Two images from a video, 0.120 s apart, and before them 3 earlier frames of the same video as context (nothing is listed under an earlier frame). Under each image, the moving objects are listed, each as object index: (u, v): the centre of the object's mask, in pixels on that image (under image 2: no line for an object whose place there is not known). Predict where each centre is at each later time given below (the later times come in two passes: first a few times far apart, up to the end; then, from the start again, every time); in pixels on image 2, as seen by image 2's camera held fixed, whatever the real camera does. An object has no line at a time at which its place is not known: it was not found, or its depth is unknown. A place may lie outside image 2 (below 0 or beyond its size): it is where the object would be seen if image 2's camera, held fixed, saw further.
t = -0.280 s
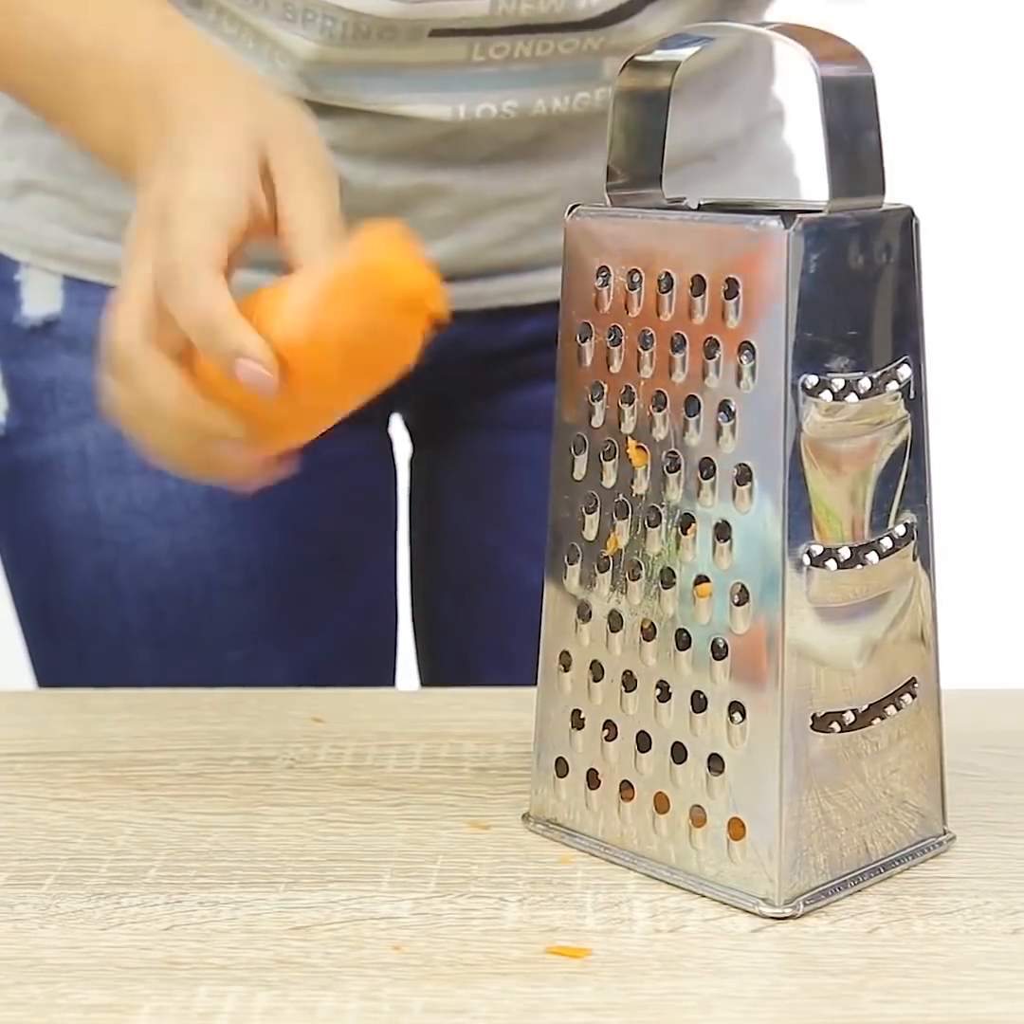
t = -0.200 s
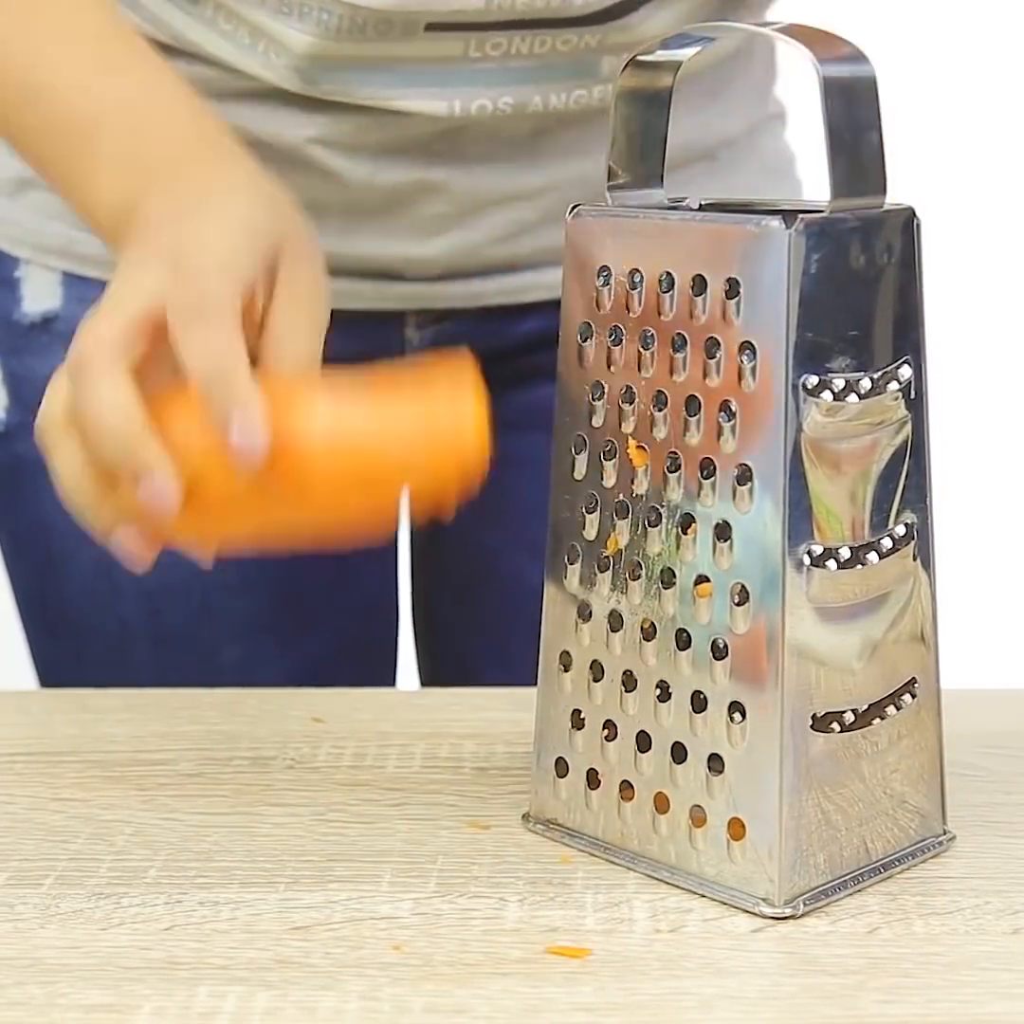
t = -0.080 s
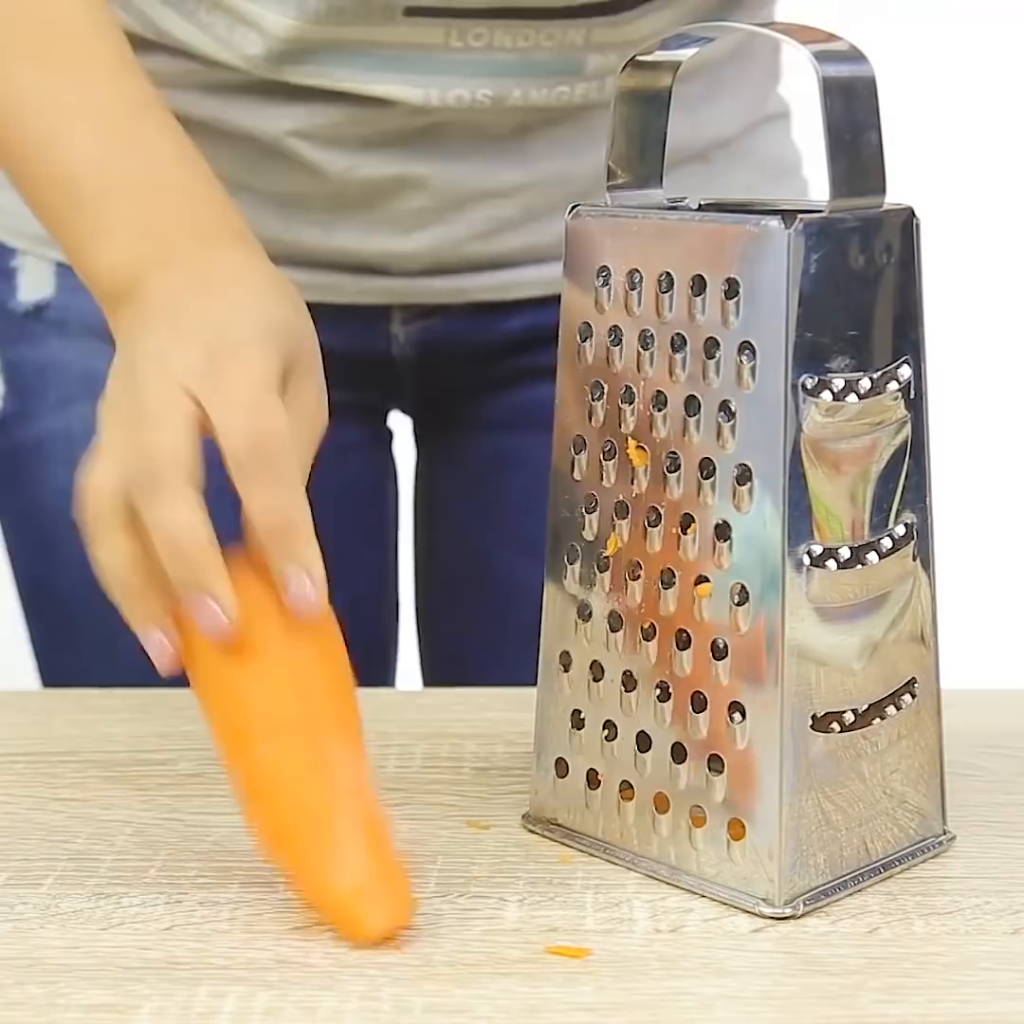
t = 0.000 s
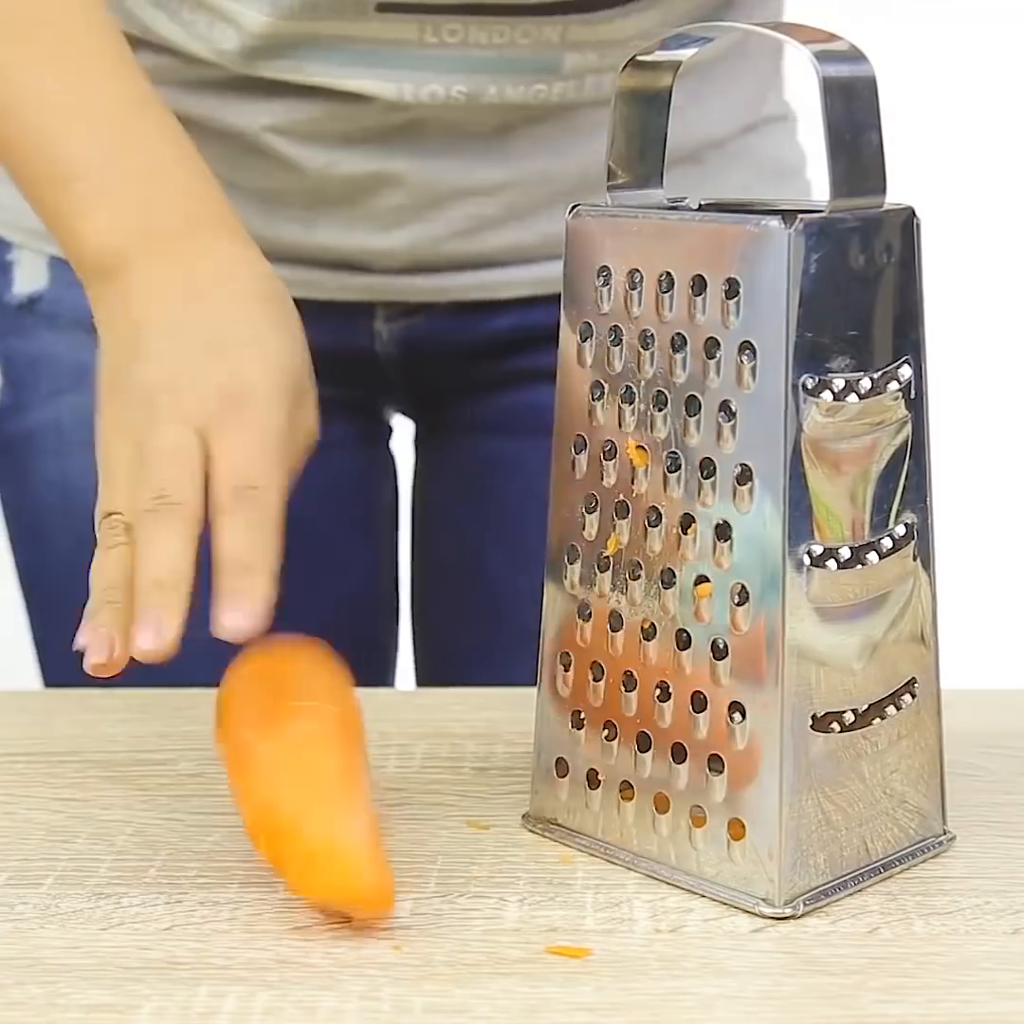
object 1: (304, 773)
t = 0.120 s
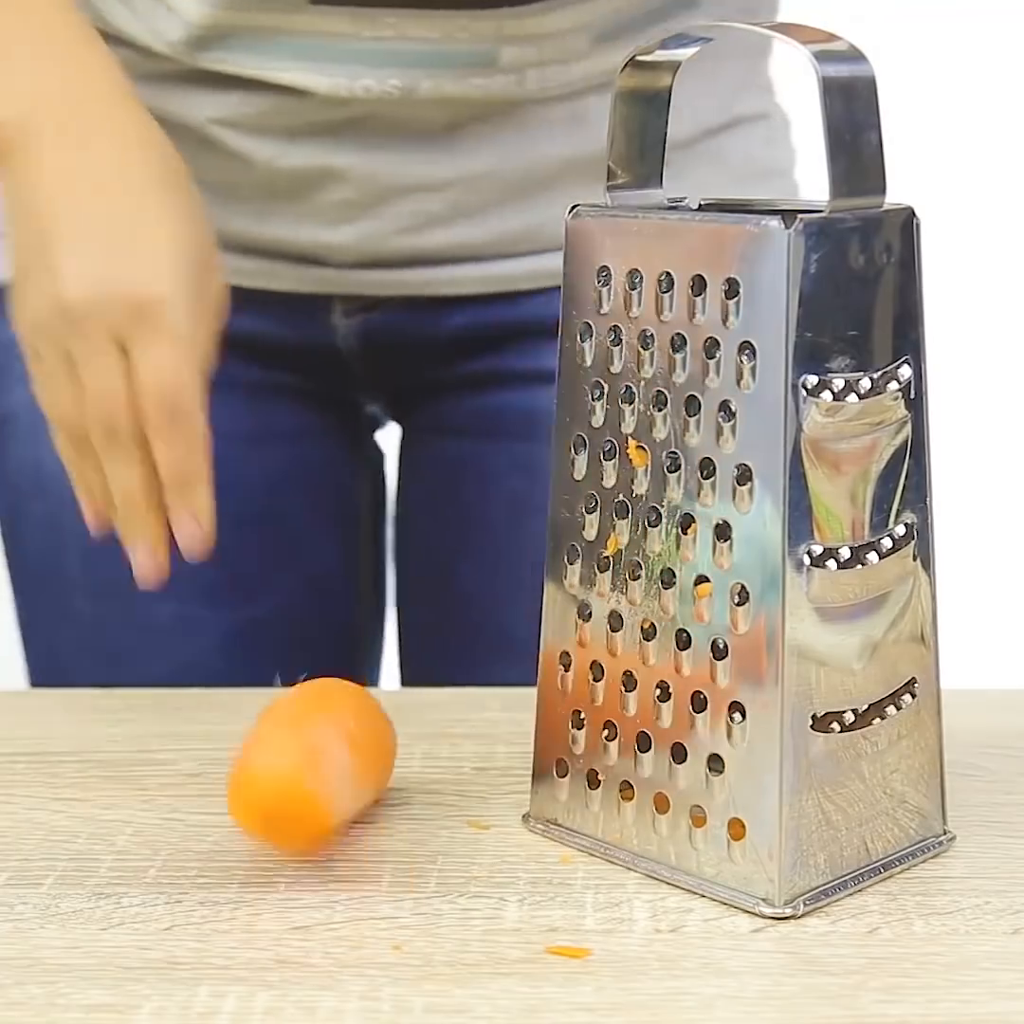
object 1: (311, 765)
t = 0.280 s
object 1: (264, 785)
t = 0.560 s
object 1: (276, 808)
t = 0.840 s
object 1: (267, 799)
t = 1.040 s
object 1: (271, 804)
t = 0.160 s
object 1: (306, 752)
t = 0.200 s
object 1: (292, 761)
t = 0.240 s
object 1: (271, 785)
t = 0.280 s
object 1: (264, 785)
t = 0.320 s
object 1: (267, 795)
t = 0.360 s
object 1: (272, 796)
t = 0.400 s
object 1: (270, 801)
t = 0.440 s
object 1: (273, 804)
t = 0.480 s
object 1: (274, 806)
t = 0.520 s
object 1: (276, 807)
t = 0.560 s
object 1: (276, 808)
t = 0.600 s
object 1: (276, 808)
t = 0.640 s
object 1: (276, 808)
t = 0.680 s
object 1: (275, 807)
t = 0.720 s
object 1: (273, 805)
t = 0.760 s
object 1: (271, 803)
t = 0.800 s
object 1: (269, 801)
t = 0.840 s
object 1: (267, 799)
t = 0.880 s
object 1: (267, 798)
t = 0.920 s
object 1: (267, 798)
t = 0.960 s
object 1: (268, 800)
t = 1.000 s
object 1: (270, 802)
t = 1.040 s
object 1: (271, 804)
